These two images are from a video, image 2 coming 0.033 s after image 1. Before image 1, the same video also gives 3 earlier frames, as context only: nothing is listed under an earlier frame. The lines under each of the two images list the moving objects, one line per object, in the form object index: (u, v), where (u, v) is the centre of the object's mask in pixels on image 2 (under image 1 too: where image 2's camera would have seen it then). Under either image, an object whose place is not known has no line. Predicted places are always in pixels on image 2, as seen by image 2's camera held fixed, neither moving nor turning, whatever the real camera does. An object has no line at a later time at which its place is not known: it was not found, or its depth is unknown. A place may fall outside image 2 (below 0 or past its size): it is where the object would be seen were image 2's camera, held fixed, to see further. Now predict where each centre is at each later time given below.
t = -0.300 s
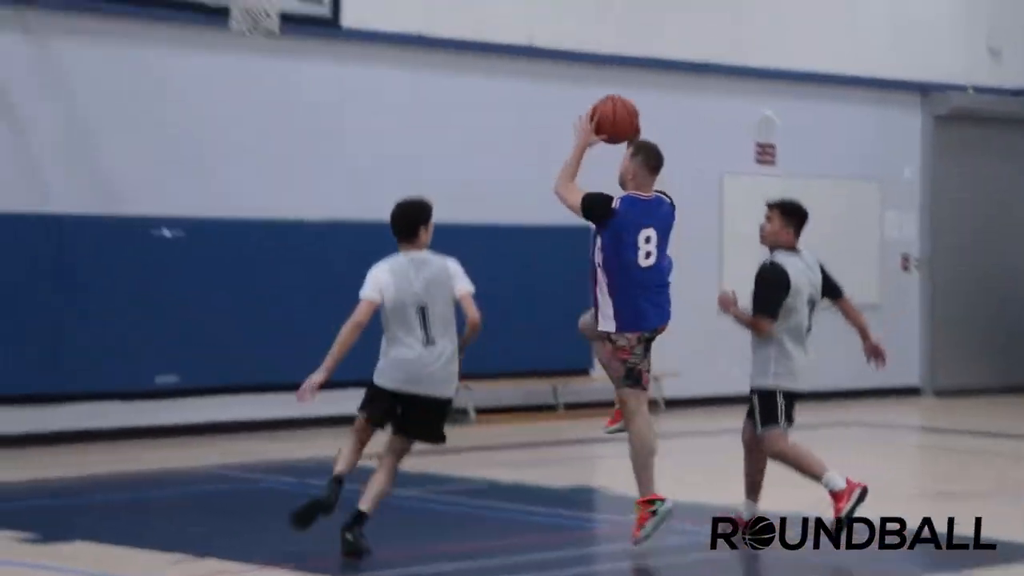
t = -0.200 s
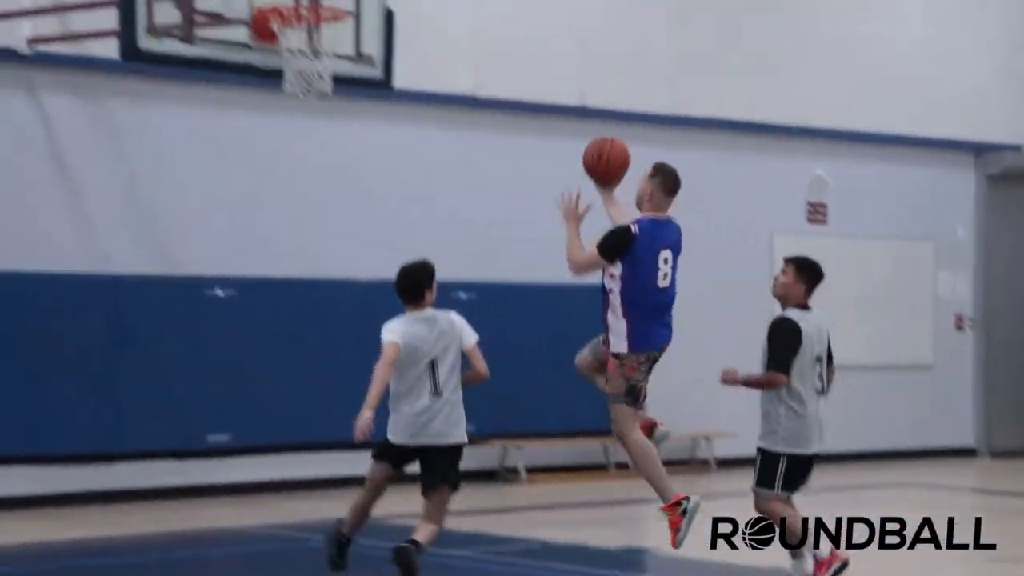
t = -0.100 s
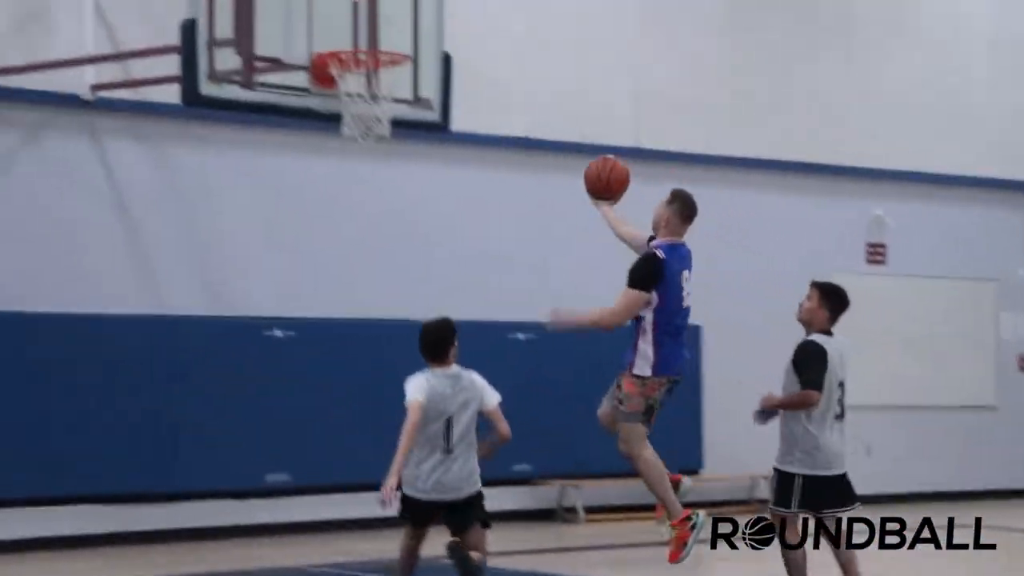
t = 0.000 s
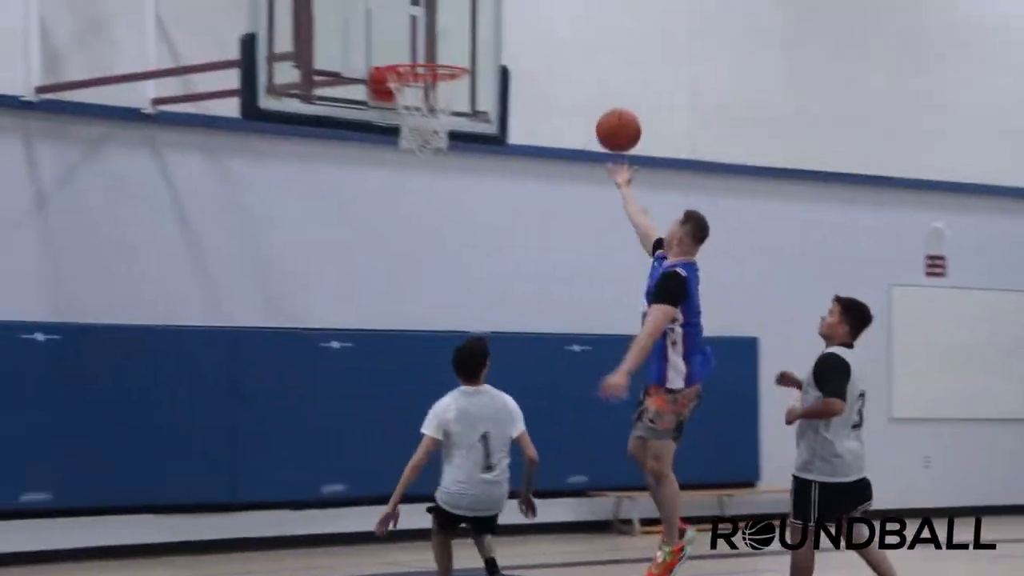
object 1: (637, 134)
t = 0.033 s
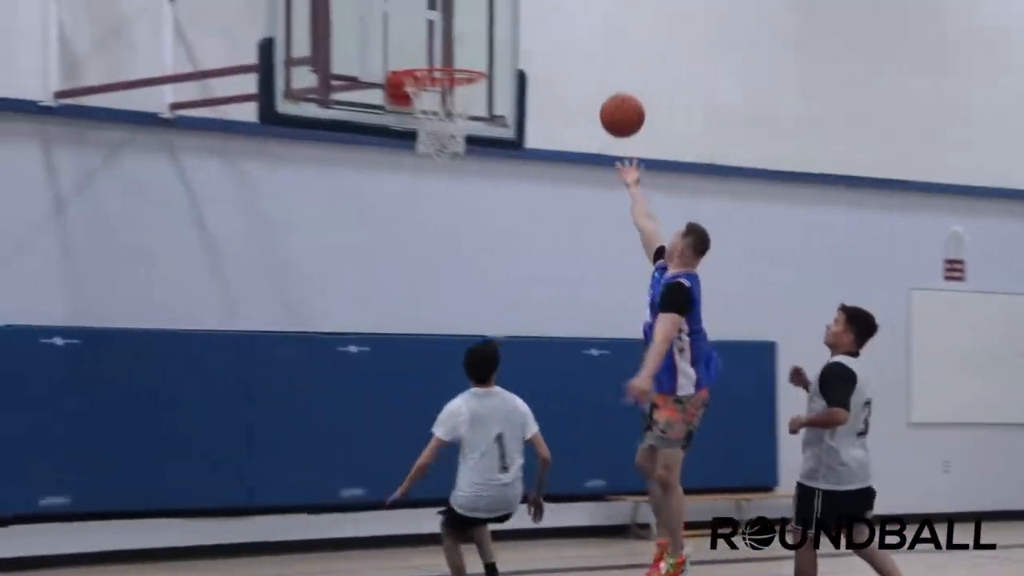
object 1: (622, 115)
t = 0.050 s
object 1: (615, 106)
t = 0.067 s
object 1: (607, 98)
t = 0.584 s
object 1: (435, 59)
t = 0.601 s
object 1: (434, 60)
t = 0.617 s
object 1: (437, 58)
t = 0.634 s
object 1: (441, 58)
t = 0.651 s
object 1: (443, 57)
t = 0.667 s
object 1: (447, 56)
